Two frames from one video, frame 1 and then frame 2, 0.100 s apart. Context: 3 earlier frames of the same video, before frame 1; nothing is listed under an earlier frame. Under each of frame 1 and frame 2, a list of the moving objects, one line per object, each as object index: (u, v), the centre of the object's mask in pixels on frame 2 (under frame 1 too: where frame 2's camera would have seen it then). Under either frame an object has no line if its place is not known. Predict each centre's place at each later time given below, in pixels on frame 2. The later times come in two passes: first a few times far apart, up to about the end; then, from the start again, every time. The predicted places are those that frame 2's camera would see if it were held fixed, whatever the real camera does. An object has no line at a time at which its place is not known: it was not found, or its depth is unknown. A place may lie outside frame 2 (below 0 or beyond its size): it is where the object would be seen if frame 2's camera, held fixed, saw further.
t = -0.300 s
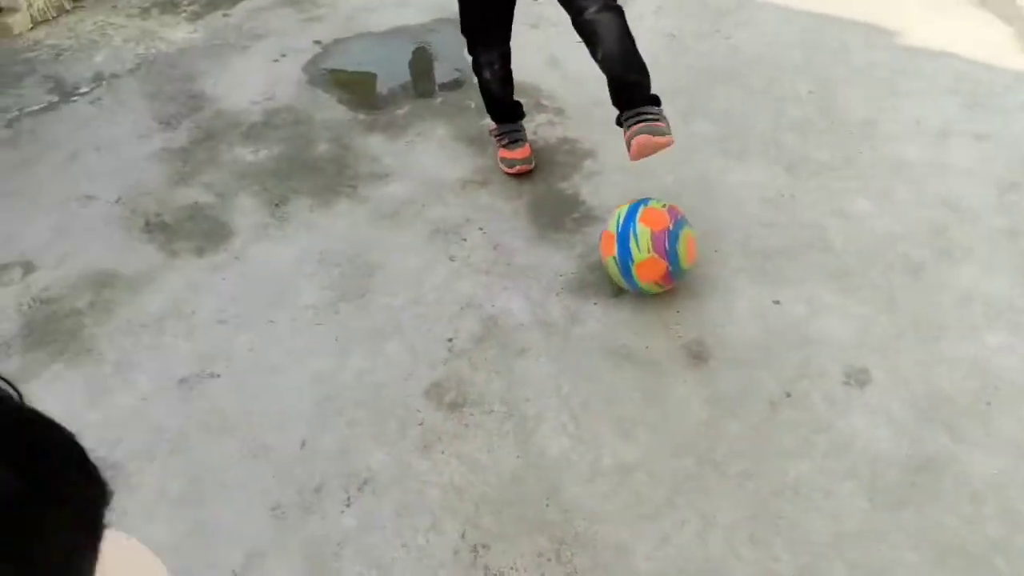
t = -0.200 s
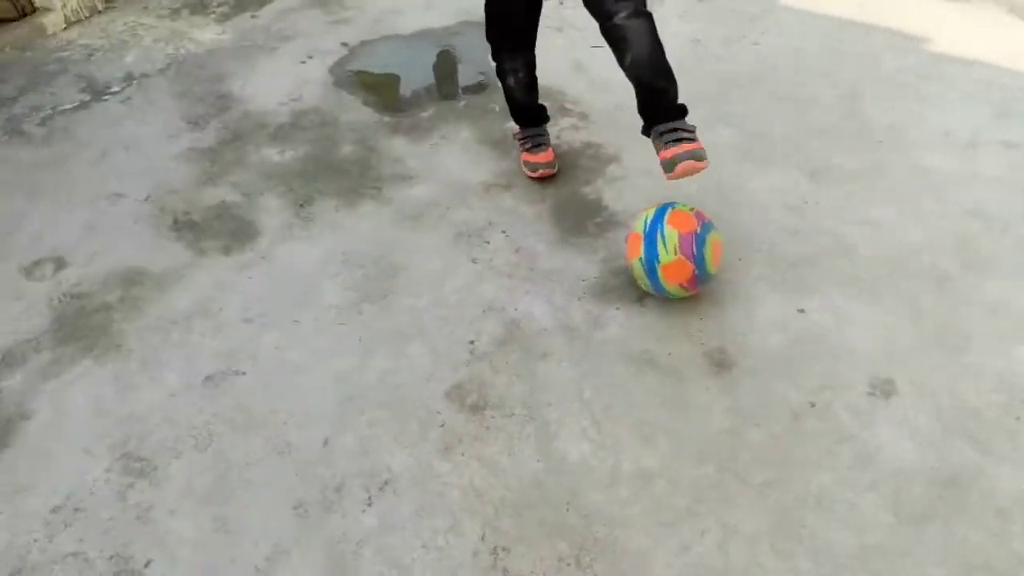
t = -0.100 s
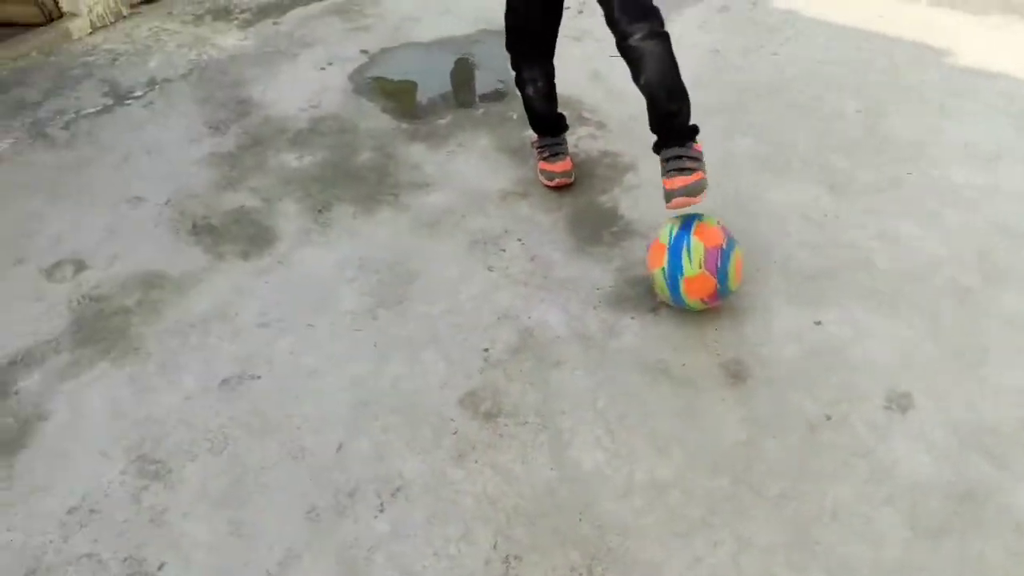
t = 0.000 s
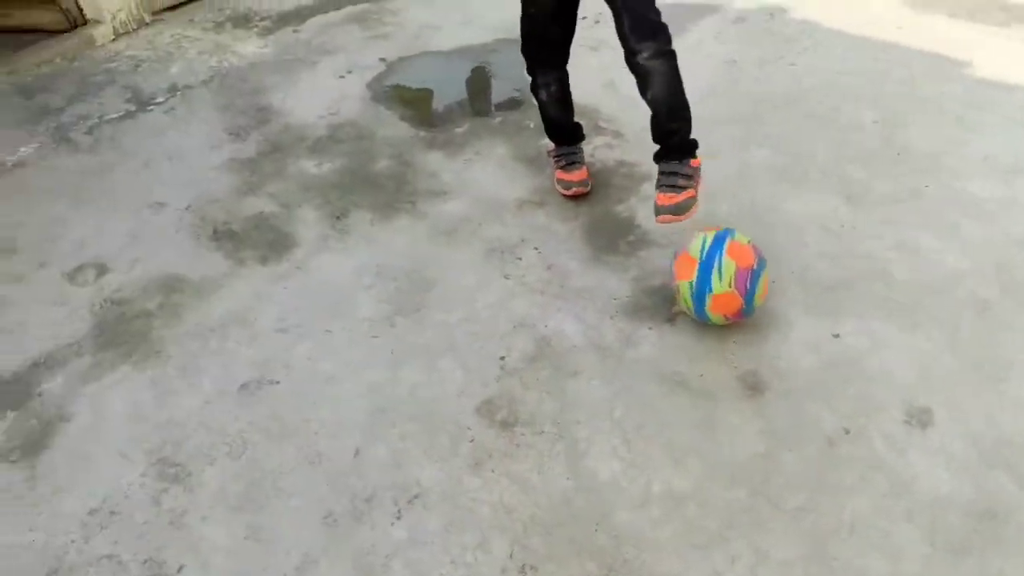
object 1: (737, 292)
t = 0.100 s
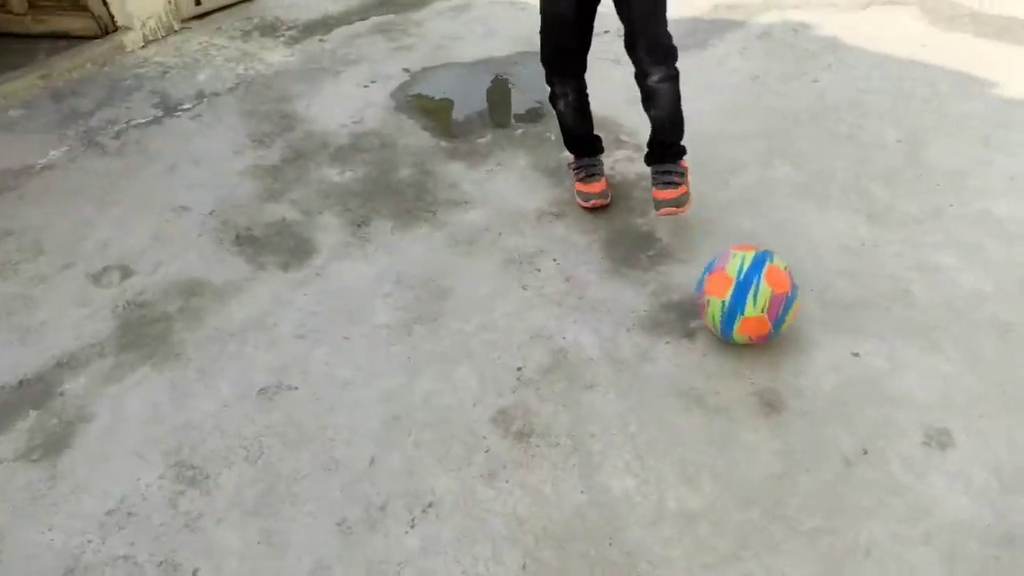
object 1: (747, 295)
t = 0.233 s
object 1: (762, 302)
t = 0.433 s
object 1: (788, 313)
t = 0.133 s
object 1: (751, 297)
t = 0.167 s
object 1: (755, 299)
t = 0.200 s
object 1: (758, 301)
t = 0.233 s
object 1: (762, 302)
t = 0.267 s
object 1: (766, 304)
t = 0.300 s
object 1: (770, 305)
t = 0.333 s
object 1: (774, 307)
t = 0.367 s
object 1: (779, 310)
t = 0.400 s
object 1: (784, 311)
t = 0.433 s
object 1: (788, 313)
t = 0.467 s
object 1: (793, 316)
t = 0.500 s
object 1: (798, 318)
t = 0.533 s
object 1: (804, 321)
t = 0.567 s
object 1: (809, 324)
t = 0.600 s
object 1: (813, 326)
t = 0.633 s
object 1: (818, 329)
